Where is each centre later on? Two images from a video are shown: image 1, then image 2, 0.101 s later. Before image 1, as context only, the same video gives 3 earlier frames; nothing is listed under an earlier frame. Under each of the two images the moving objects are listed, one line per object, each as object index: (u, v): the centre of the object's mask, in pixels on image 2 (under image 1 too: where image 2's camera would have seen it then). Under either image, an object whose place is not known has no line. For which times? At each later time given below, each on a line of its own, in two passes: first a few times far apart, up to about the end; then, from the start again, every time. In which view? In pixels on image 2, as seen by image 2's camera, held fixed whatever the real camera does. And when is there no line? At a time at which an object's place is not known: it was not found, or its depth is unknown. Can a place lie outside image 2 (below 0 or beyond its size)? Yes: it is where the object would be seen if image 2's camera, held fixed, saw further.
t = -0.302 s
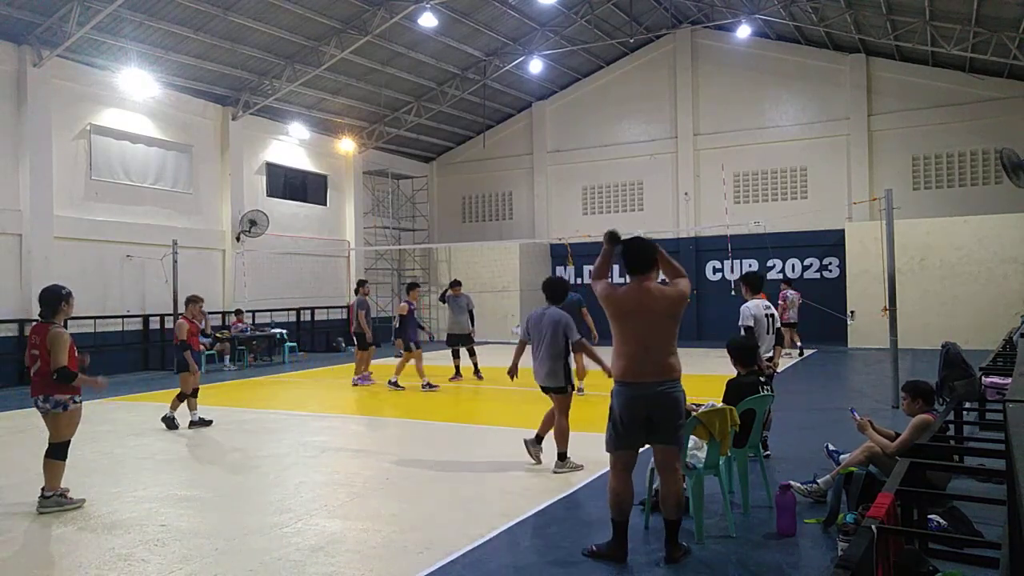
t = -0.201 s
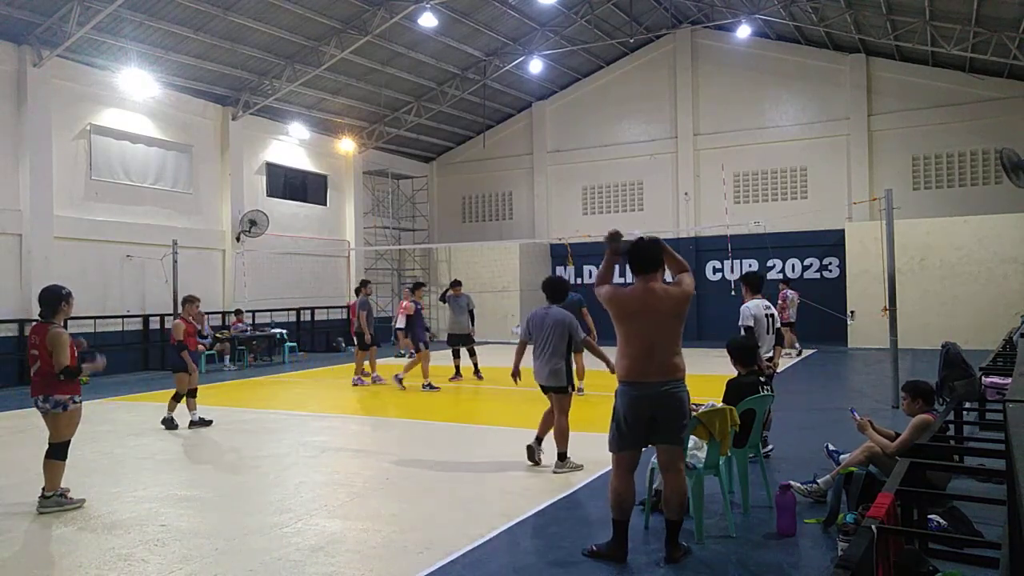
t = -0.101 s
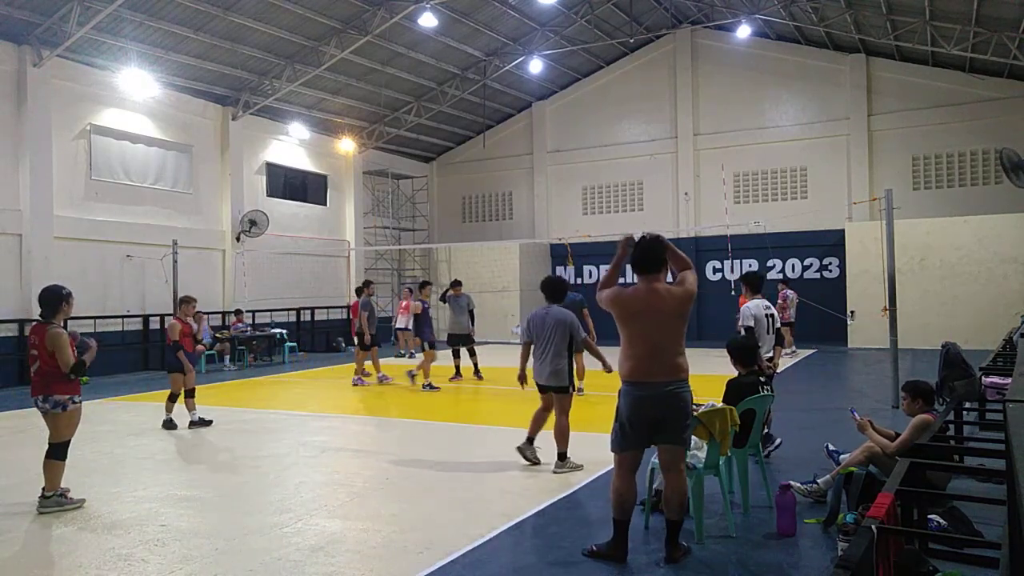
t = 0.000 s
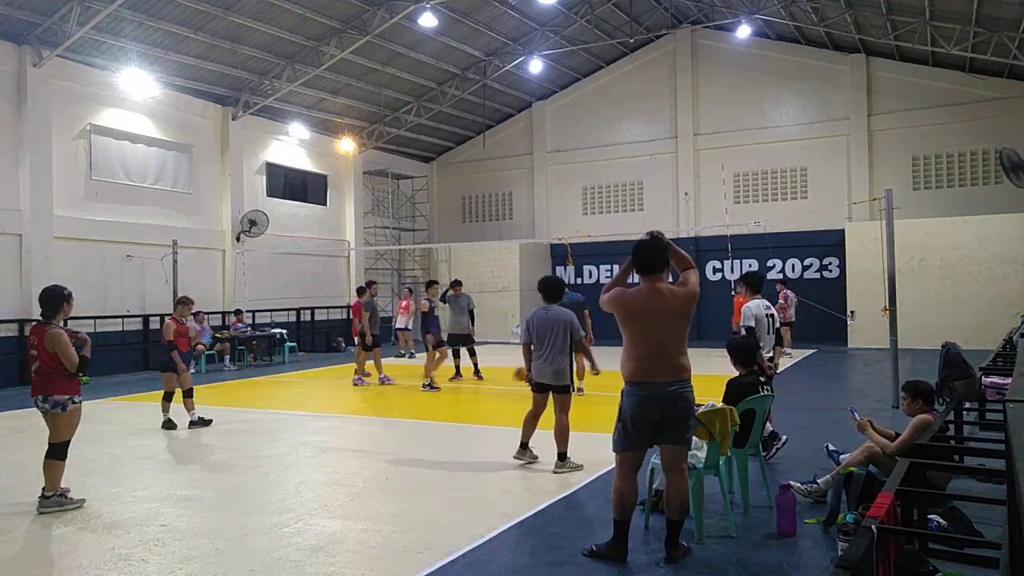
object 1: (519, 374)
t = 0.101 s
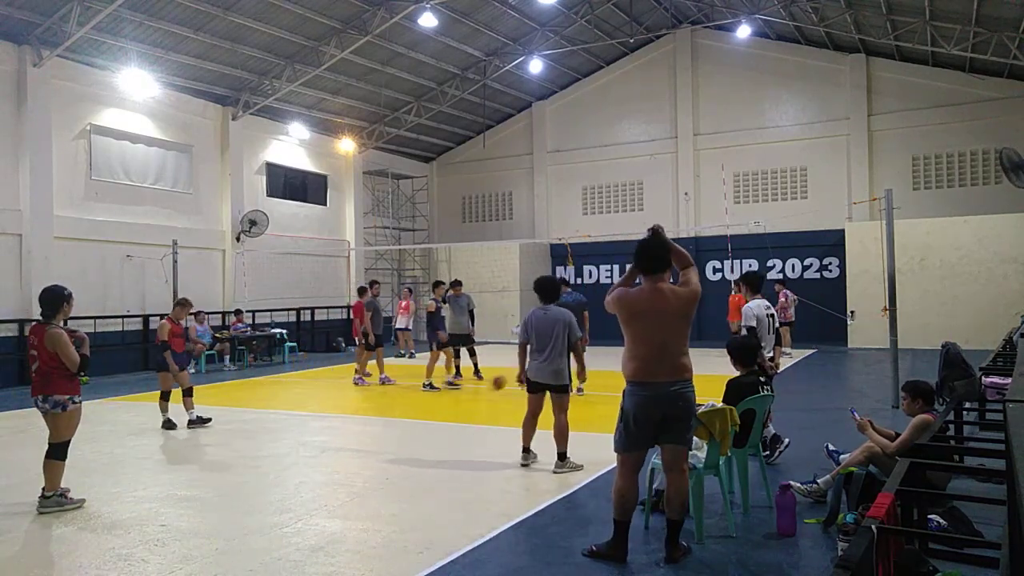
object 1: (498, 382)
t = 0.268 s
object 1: (456, 395)
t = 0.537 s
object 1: (382, 415)
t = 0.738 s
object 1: (317, 417)
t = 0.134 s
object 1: (490, 387)
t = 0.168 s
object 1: (483, 393)
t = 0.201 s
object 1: (474, 398)
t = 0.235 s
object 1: (466, 396)
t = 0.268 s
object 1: (456, 395)
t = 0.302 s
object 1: (450, 392)
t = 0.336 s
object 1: (440, 393)
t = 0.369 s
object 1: (432, 395)
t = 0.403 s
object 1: (422, 397)
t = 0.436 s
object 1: (413, 400)
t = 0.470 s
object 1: (403, 405)
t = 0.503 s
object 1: (394, 411)
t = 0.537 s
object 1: (382, 415)
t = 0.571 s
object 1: (373, 413)
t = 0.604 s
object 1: (363, 412)
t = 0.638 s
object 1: (351, 411)
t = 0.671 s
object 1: (341, 412)
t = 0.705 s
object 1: (329, 414)
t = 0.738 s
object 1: (317, 417)
